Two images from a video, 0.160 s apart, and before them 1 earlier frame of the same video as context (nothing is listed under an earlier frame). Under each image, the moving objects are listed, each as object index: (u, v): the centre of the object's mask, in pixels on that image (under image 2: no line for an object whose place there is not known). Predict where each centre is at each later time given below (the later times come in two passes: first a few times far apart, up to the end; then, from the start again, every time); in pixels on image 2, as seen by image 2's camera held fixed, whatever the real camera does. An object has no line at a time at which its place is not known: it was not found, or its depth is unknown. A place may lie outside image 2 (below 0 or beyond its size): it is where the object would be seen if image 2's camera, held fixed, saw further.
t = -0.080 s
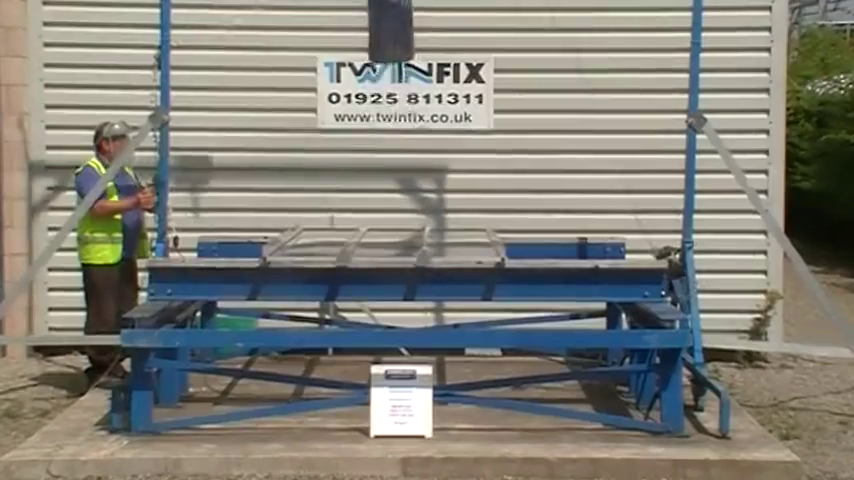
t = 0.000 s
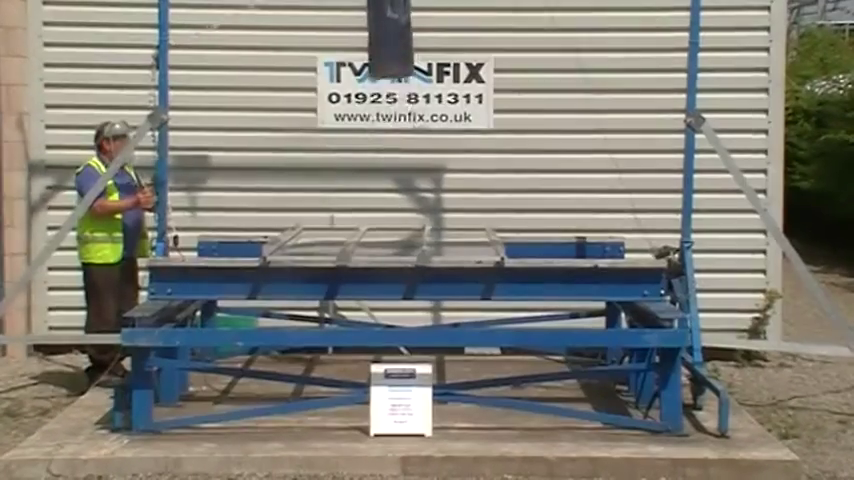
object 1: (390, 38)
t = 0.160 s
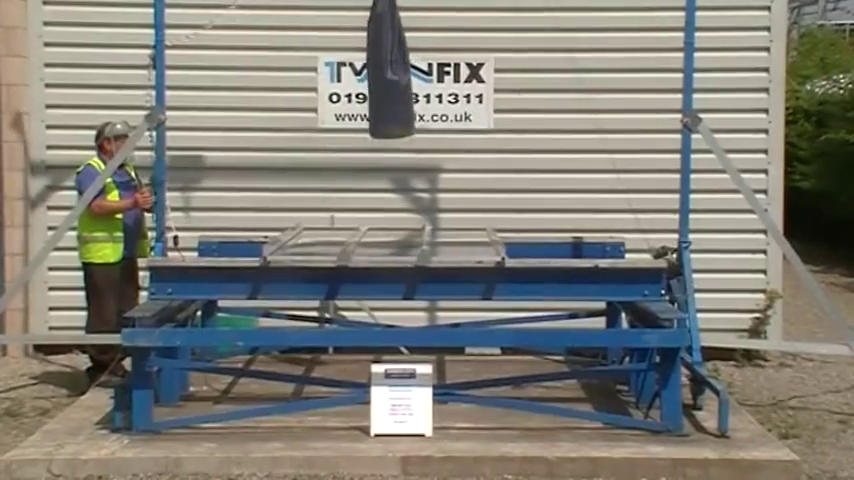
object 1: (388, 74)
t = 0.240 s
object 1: (388, 114)
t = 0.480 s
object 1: (391, 161)
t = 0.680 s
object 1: (398, 110)
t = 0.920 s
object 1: (412, 131)
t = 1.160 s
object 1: (400, 186)
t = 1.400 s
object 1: (357, 213)
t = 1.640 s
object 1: (333, 222)
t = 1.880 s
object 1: (334, 223)
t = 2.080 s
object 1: (334, 223)
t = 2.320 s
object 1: (335, 224)
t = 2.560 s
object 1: (335, 224)
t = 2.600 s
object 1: (335, 224)
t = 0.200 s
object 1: (388, 90)
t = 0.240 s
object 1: (388, 114)
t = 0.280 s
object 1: (388, 141)
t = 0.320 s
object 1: (388, 168)
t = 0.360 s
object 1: (388, 191)
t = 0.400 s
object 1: (389, 198)
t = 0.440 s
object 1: (390, 180)
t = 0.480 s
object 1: (391, 161)
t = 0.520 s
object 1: (393, 145)
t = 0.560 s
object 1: (394, 133)
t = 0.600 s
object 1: (396, 122)
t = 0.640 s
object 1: (397, 114)
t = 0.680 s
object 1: (398, 110)
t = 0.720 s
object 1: (400, 107)
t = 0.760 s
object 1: (403, 107)
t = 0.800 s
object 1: (405, 108)
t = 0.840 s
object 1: (407, 113)
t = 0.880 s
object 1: (410, 121)
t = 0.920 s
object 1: (412, 131)
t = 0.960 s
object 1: (413, 146)
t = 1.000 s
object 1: (415, 158)
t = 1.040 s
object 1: (417, 176)
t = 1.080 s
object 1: (414, 187)
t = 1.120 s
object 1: (407, 186)
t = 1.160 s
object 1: (400, 186)
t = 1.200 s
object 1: (391, 186)
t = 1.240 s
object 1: (387, 190)
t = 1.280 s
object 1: (378, 194)
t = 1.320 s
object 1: (370, 199)
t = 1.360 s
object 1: (363, 207)
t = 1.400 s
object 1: (357, 213)
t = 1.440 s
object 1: (351, 212)
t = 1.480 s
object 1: (348, 212)
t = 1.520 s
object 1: (343, 214)
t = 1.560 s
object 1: (339, 219)
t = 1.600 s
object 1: (335, 222)
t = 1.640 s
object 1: (333, 222)
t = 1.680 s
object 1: (332, 222)
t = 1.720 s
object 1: (331, 222)
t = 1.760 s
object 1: (332, 222)
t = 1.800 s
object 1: (333, 223)
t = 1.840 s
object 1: (334, 223)
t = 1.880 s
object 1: (334, 223)
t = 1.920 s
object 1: (335, 223)
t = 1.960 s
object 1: (335, 223)
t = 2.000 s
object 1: (335, 223)
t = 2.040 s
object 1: (335, 223)
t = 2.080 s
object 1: (334, 223)
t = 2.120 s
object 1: (334, 223)
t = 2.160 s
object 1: (335, 223)
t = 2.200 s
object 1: (335, 223)
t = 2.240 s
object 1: (335, 223)
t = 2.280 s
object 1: (335, 223)
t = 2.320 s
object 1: (335, 224)
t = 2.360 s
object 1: (335, 224)
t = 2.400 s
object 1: (335, 223)
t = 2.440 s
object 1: (335, 223)
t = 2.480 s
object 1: (335, 223)
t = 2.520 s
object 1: (335, 224)
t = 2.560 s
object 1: (335, 224)
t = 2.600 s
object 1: (335, 224)
